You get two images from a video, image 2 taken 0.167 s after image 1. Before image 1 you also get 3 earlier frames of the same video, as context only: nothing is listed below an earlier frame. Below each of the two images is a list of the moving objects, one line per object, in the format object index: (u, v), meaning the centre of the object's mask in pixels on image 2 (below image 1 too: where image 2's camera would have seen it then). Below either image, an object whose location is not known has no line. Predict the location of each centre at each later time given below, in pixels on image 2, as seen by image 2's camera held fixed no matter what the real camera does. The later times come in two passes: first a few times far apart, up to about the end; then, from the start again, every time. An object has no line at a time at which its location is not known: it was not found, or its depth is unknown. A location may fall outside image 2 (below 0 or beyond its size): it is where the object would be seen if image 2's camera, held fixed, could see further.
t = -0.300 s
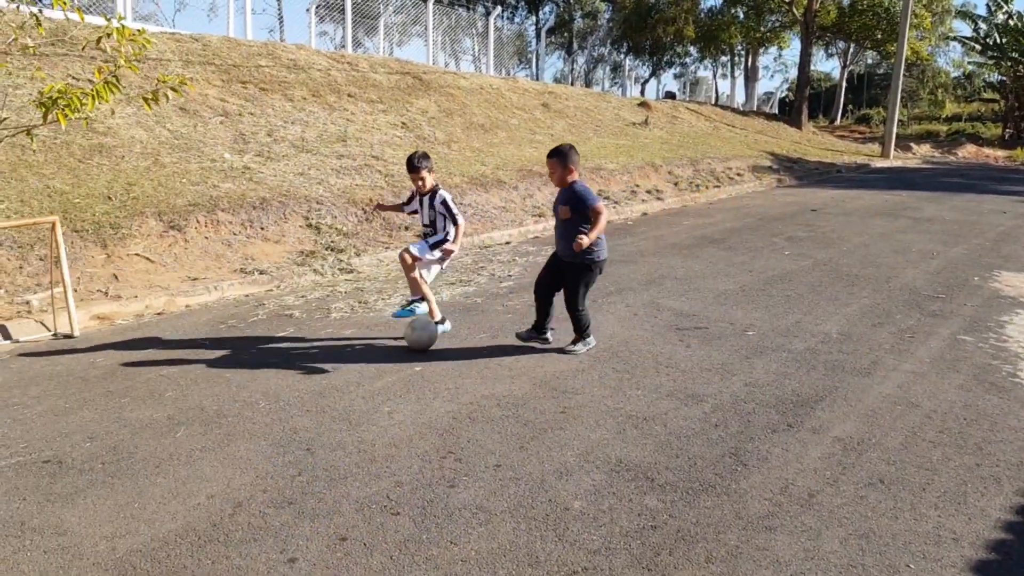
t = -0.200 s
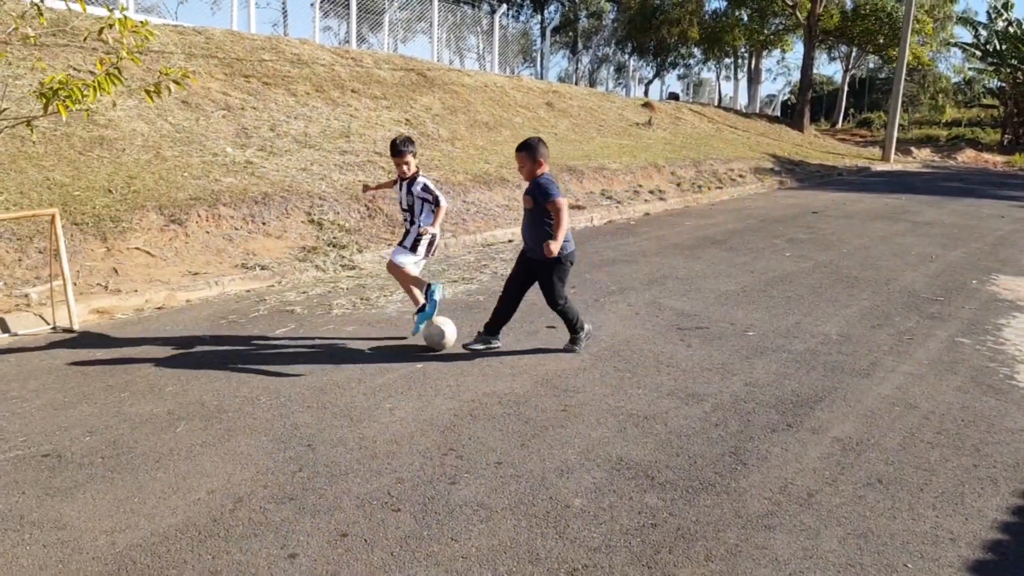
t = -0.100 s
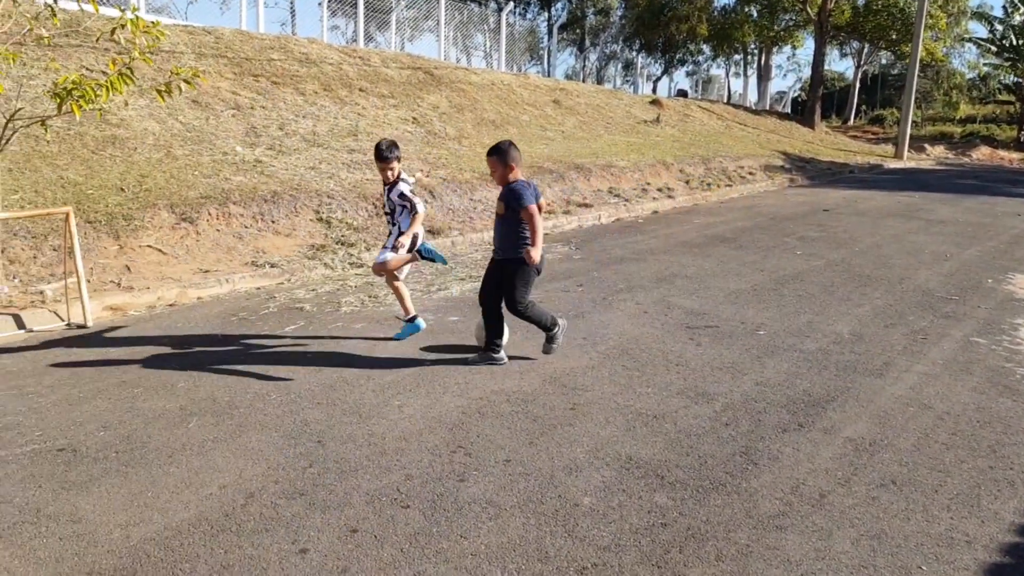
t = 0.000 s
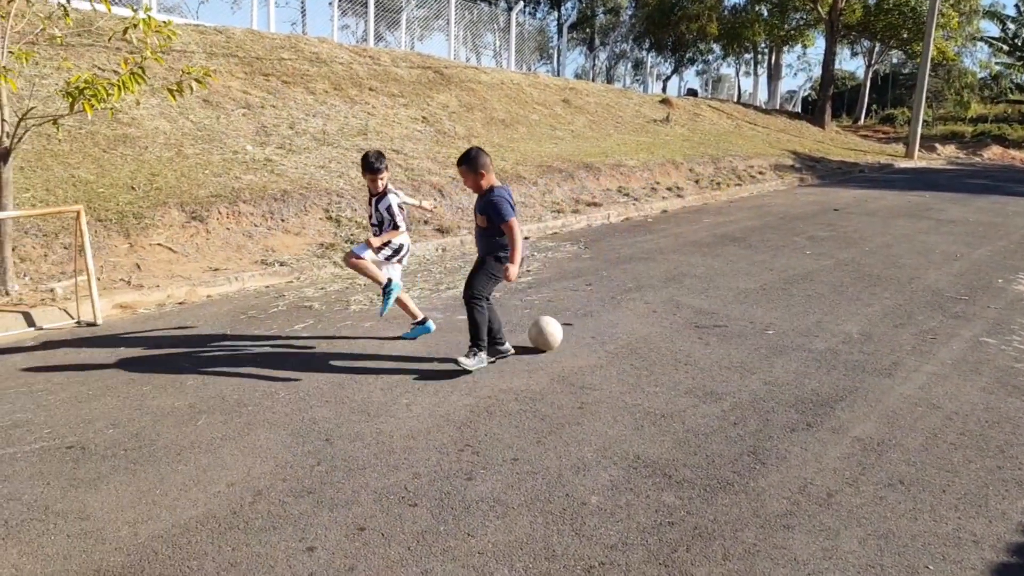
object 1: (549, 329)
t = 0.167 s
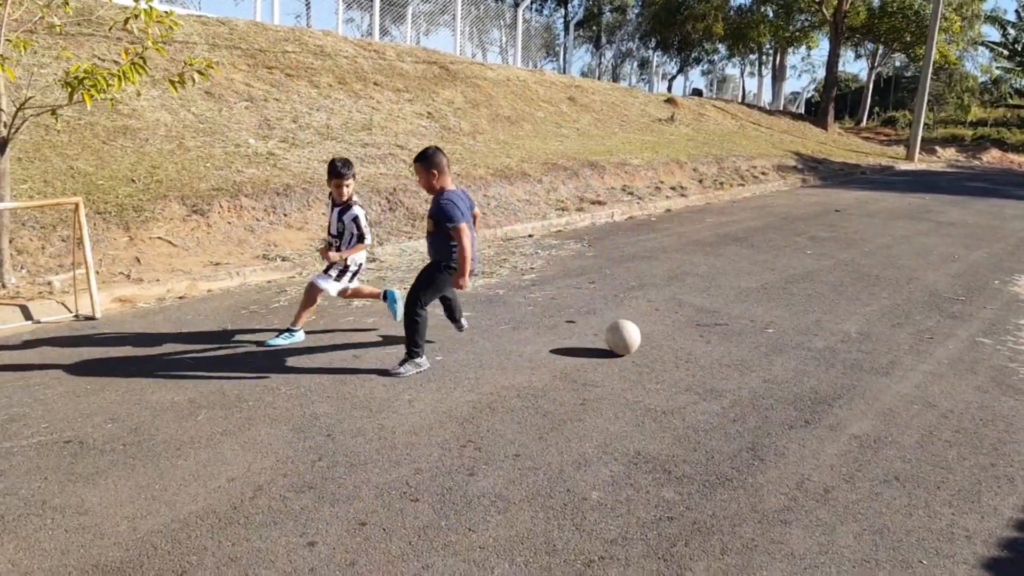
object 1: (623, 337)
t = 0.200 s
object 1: (639, 339)
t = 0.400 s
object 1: (733, 349)
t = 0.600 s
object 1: (830, 358)
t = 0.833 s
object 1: (947, 373)
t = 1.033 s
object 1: (1051, 391)
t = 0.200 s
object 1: (639, 339)
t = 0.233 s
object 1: (655, 341)
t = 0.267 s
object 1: (671, 343)
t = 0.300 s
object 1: (687, 345)
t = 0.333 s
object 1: (702, 345)
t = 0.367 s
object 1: (717, 348)
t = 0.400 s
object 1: (733, 349)
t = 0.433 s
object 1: (749, 350)
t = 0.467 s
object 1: (765, 352)
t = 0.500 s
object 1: (781, 353)
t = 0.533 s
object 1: (797, 356)
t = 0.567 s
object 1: (813, 356)
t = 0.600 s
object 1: (830, 358)
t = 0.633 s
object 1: (846, 362)
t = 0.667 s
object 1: (863, 362)
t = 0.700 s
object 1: (880, 363)
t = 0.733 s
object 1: (896, 365)
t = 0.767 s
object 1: (913, 370)
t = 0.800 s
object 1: (930, 371)
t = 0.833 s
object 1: (947, 373)
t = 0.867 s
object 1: (963, 376)
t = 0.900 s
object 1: (980, 379)
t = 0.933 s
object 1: (997, 381)
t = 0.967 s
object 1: (1015, 385)
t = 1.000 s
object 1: (1032, 387)
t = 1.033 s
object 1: (1051, 391)
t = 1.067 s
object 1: (1069, 394)
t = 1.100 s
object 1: (1087, 397)
